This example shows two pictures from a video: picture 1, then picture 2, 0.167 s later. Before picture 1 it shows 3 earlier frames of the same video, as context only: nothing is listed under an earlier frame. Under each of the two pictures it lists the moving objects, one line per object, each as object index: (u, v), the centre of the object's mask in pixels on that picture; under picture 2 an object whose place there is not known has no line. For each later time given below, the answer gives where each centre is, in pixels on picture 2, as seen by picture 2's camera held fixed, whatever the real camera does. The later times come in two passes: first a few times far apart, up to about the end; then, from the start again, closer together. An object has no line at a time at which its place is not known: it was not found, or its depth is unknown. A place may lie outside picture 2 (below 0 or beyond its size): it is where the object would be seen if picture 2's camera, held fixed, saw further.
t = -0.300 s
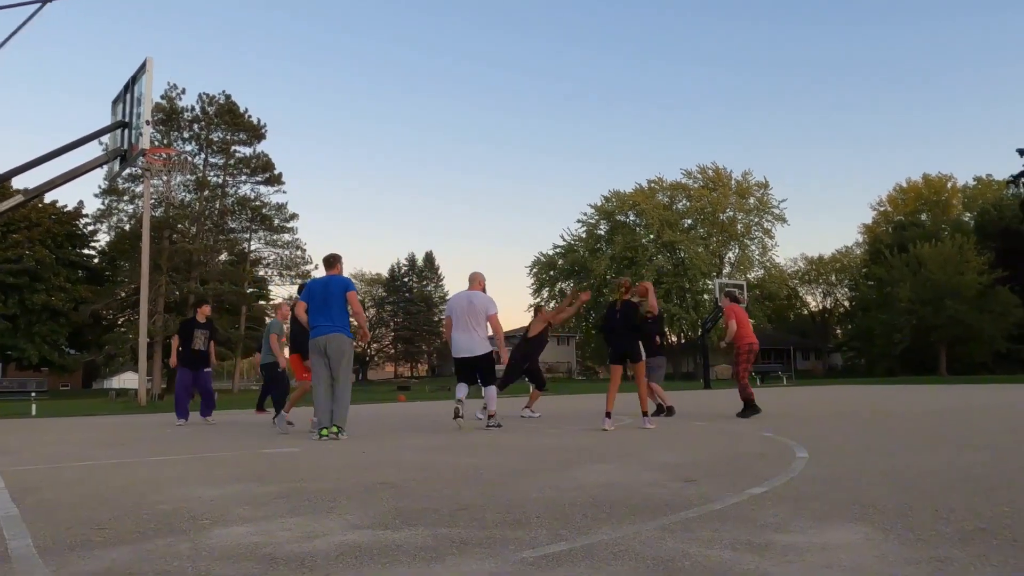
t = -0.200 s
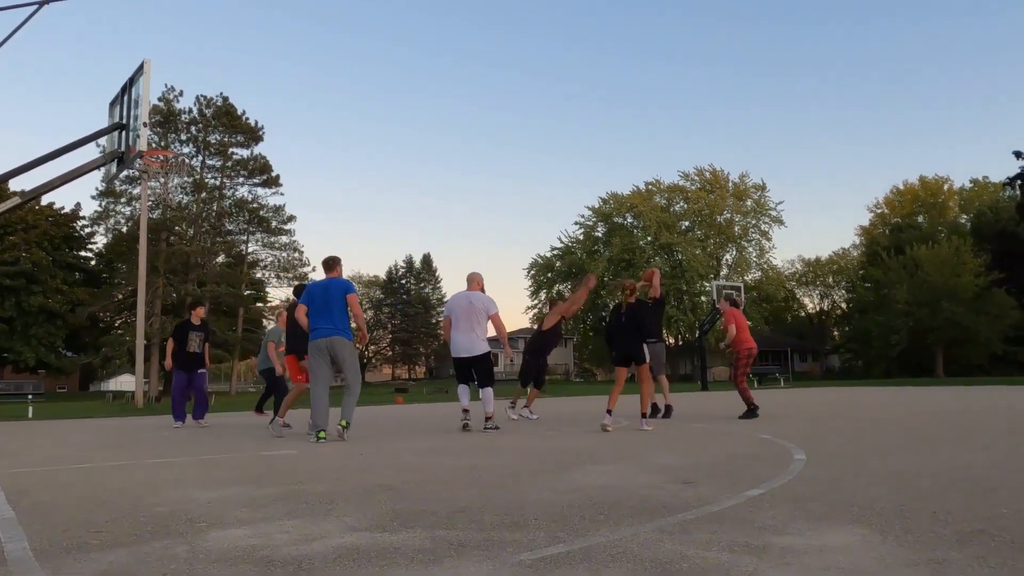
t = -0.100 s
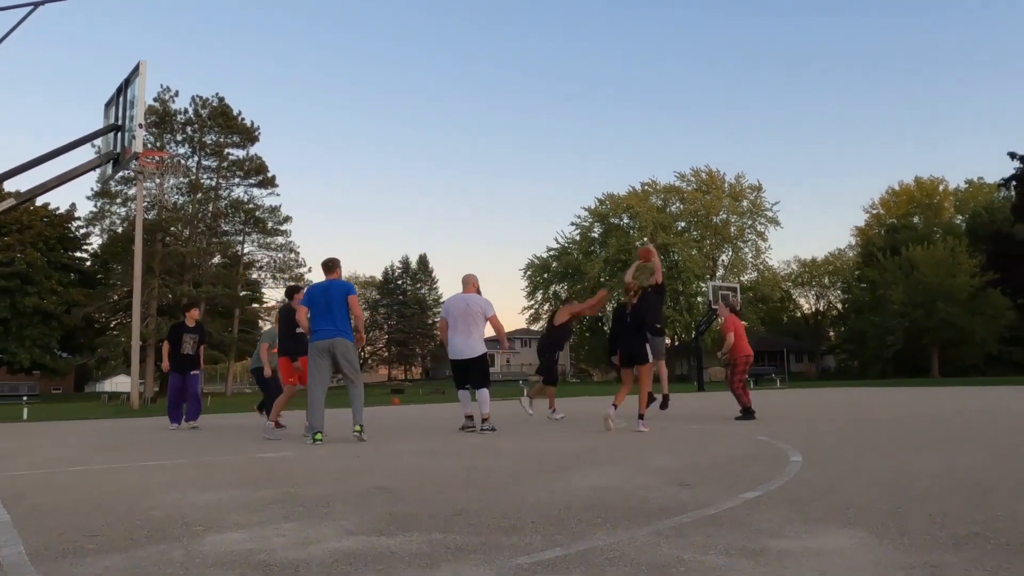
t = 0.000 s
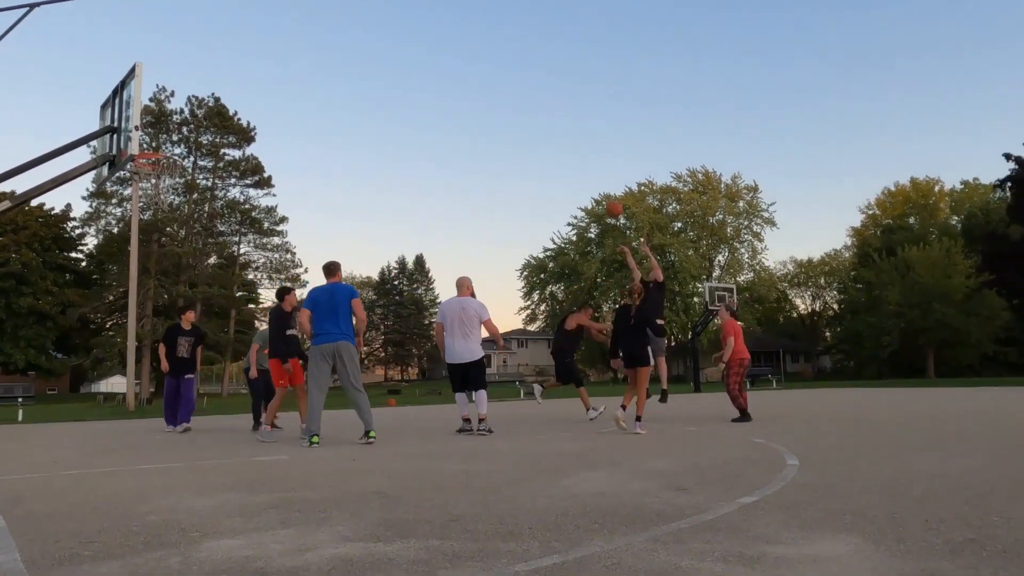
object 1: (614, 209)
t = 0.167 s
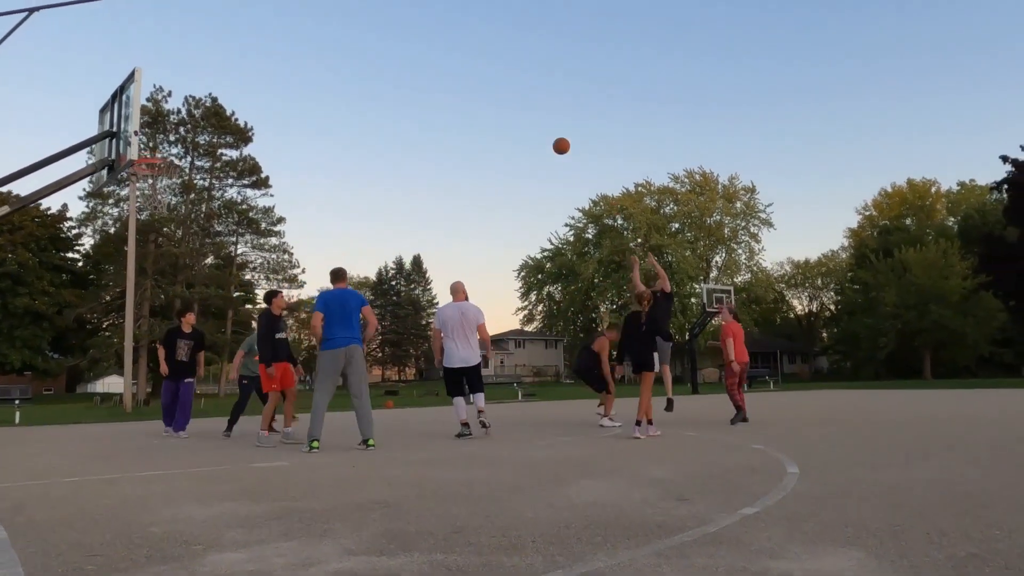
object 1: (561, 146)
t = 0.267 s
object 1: (530, 113)
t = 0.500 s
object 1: (453, 61)
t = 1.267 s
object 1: (157, 181)
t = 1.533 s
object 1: (72, 292)
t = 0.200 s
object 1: (551, 134)
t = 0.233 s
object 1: (540, 123)
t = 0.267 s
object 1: (530, 113)
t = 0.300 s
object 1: (519, 104)
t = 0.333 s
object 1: (509, 95)
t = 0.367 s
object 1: (498, 87)
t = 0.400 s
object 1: (487, 79)
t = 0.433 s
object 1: (476, 72)
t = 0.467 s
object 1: (464, 66)
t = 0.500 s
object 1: (453, 61)
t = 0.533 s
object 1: (441, 56)
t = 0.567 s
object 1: (430, 52)
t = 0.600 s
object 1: (418, 49)
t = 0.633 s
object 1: (406, 47)
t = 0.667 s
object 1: (394, 46)
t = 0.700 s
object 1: (382, 45)
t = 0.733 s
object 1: (369, 45)
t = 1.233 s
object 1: (174, 162)
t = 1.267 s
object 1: (157, 181)
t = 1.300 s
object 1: (145, 197)
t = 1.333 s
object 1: (135, 207)
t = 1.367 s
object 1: (125, 218)
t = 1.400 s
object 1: (115, 231)
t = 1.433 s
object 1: (105, 245)
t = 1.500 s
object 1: (85, 276)
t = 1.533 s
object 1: (72, 292)
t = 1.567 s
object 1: (61, 311)
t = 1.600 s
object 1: (51, 331)
